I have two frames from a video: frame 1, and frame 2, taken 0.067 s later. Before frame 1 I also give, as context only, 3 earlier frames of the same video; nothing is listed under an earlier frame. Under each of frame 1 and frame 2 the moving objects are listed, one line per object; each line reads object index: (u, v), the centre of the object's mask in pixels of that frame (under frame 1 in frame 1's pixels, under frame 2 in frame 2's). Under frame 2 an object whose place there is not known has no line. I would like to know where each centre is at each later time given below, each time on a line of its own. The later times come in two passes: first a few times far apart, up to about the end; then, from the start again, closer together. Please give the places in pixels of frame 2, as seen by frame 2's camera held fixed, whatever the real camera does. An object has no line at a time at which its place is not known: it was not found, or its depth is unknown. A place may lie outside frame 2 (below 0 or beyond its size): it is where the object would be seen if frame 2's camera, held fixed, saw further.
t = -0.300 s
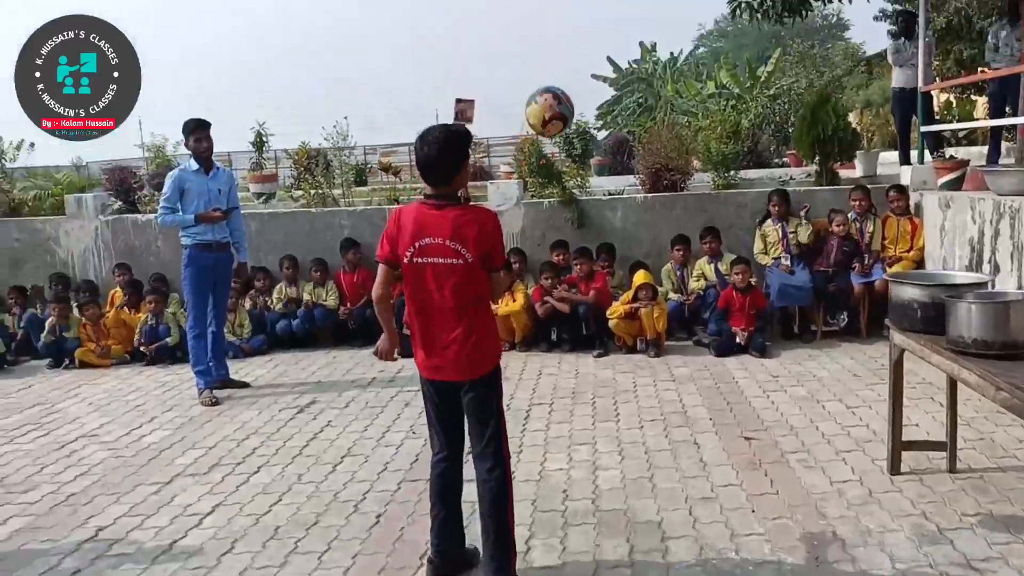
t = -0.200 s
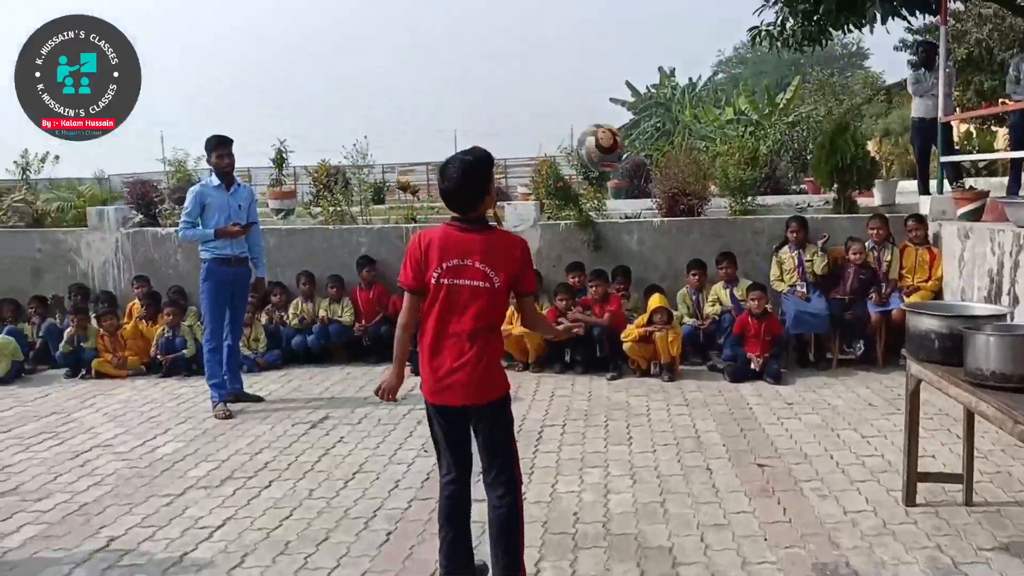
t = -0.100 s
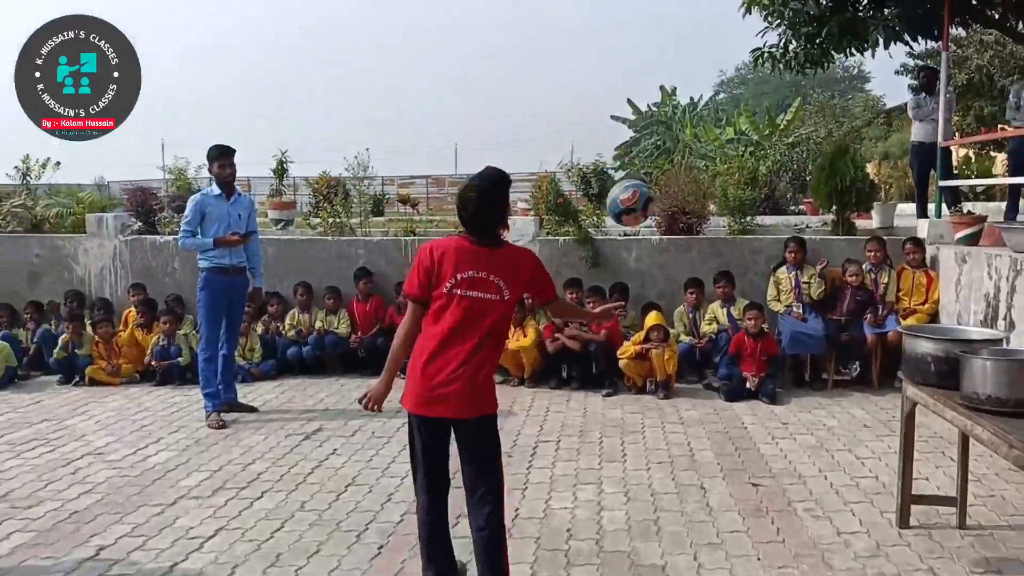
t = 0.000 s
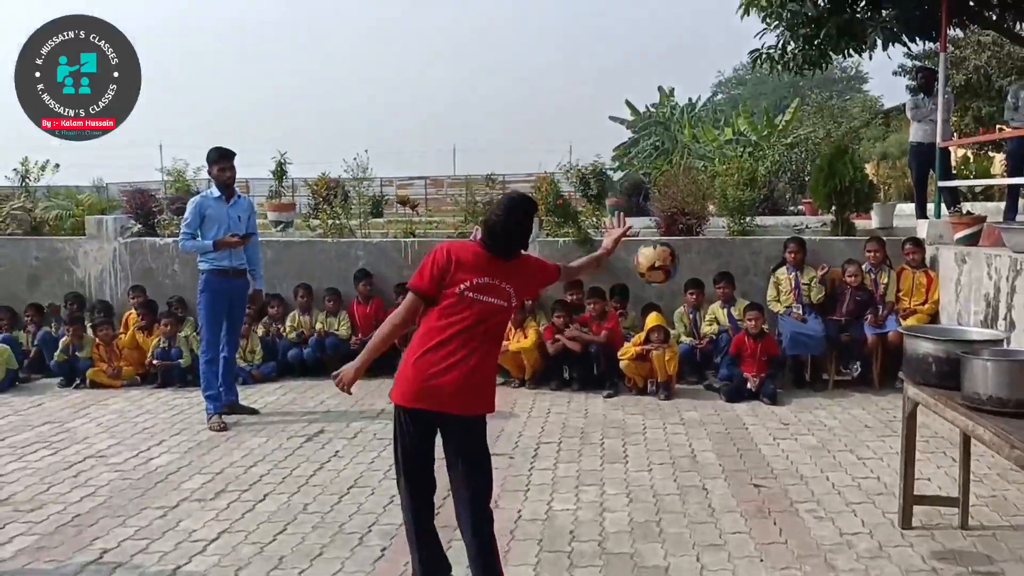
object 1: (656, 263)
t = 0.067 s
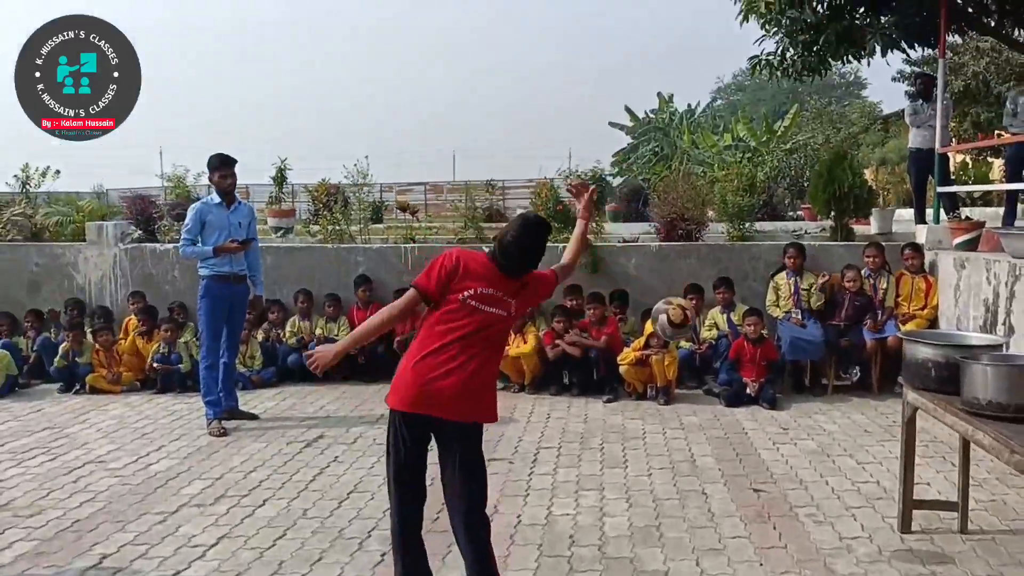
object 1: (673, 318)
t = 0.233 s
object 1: (708, 479)
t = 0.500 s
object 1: (779, 384)
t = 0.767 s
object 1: (846, 337)
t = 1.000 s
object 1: (880, 420)
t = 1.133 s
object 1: (877, 504)
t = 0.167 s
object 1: (695, 410)
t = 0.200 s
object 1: (702, 444)
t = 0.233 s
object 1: (708, 479)
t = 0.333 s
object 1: (733, 490)
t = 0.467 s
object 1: (769, 402)
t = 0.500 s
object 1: (779, 384)
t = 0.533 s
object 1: (789, 370)
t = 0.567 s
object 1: (797, 359)
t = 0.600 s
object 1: (805, 348)
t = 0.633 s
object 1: (814, 341)
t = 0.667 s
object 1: (822, 336)
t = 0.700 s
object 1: (830, 334)
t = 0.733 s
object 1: (840, 334)
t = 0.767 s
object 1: (846, 337)
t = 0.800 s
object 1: (855, 343)
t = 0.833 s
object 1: (862, 351)
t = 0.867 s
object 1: (869, 362)
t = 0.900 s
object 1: (876, 374)
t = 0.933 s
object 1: (879, 389)
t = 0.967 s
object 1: (880, 403)
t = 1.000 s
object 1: (880, 420)
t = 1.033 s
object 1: (880, 439)
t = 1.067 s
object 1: (879, 459)
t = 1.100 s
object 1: (879, 481)
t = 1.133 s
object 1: (877, 504)
